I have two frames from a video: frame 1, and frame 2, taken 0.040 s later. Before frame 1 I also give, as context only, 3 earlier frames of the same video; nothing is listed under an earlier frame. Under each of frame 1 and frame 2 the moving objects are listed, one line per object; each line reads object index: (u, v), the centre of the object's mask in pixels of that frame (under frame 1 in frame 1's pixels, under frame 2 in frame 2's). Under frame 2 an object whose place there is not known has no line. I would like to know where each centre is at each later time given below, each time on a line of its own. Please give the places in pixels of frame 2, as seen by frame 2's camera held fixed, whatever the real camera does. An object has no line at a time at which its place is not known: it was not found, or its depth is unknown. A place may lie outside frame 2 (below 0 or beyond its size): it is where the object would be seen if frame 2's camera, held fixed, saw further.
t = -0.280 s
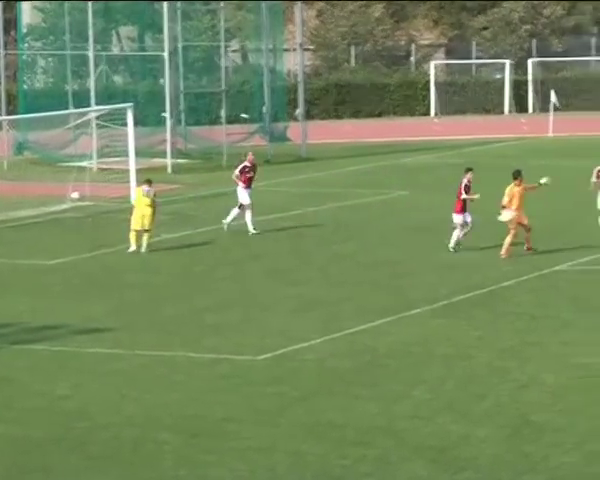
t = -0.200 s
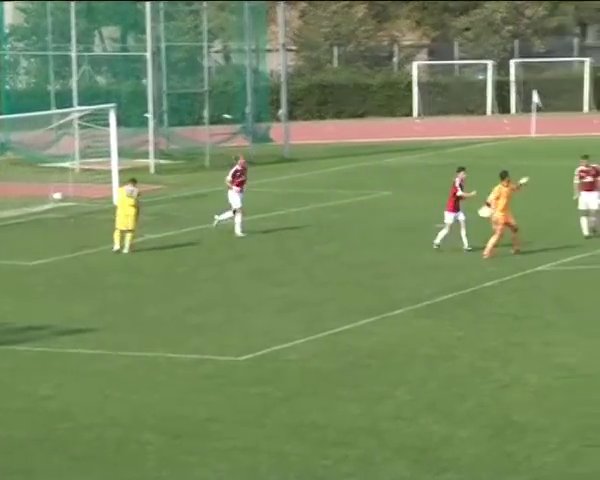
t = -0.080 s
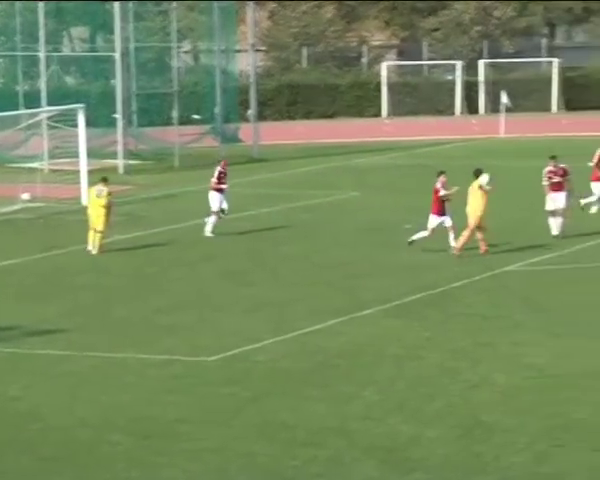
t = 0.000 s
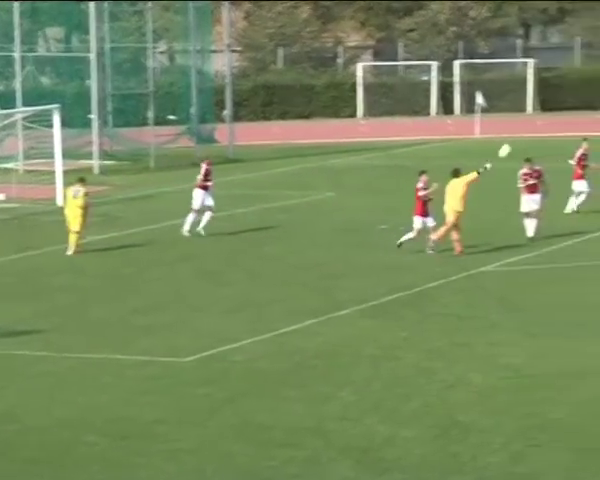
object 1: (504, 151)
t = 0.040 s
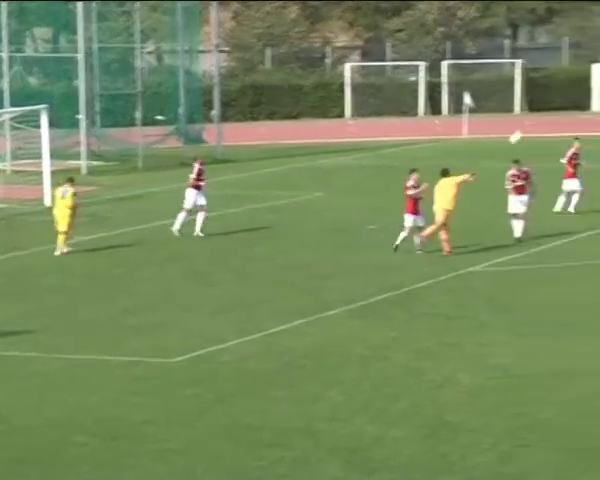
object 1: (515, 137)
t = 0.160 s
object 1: (583, 100)
